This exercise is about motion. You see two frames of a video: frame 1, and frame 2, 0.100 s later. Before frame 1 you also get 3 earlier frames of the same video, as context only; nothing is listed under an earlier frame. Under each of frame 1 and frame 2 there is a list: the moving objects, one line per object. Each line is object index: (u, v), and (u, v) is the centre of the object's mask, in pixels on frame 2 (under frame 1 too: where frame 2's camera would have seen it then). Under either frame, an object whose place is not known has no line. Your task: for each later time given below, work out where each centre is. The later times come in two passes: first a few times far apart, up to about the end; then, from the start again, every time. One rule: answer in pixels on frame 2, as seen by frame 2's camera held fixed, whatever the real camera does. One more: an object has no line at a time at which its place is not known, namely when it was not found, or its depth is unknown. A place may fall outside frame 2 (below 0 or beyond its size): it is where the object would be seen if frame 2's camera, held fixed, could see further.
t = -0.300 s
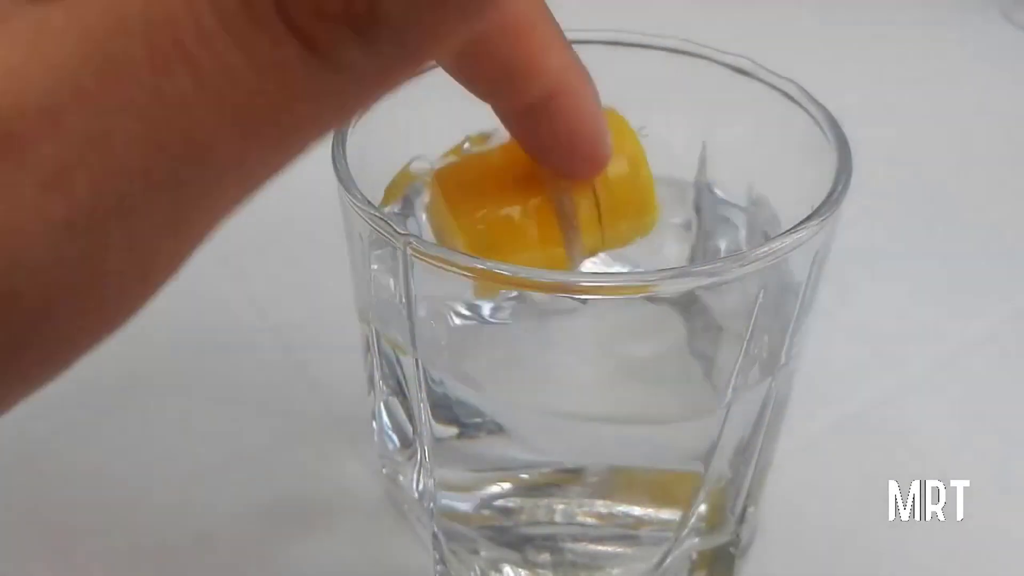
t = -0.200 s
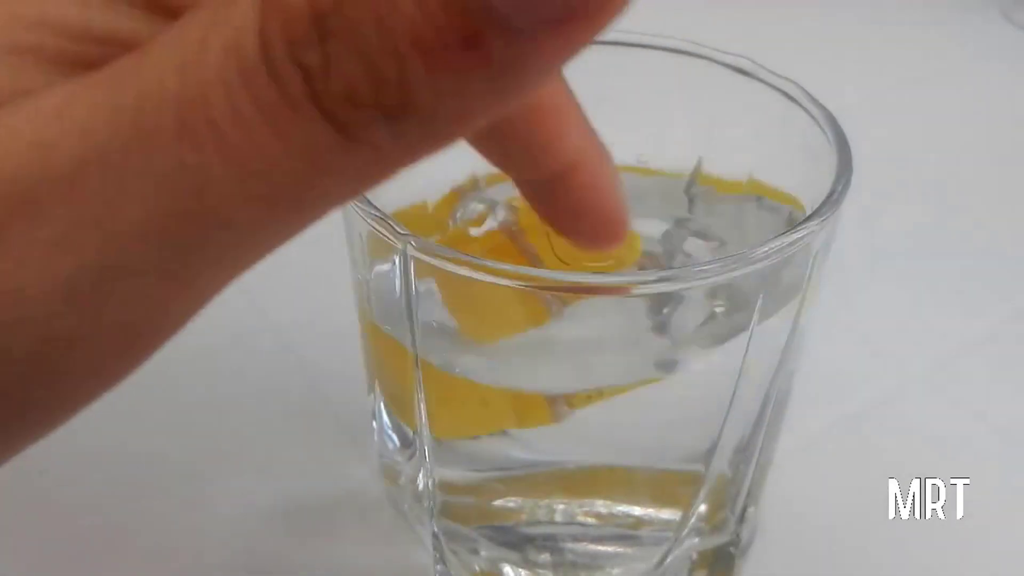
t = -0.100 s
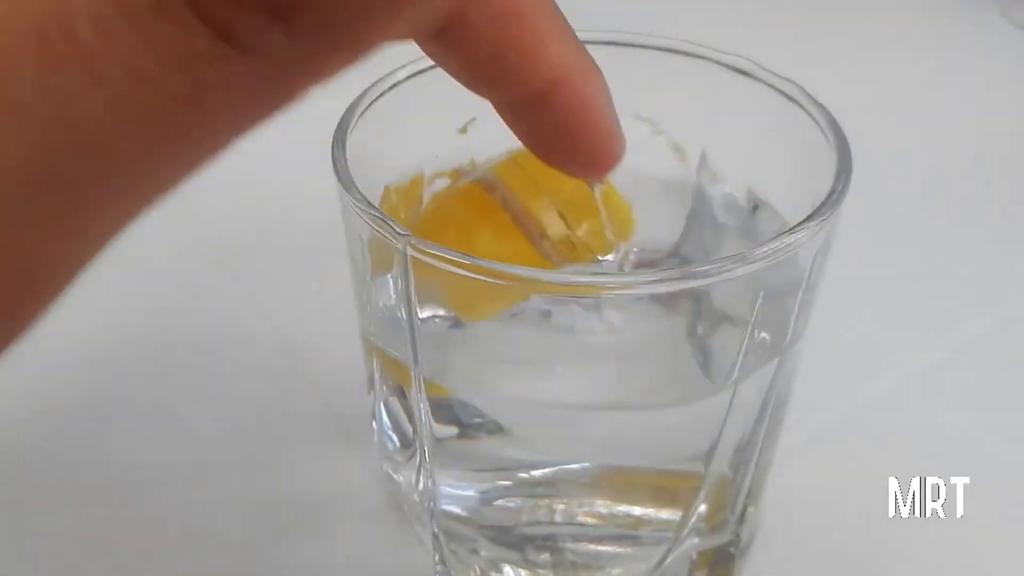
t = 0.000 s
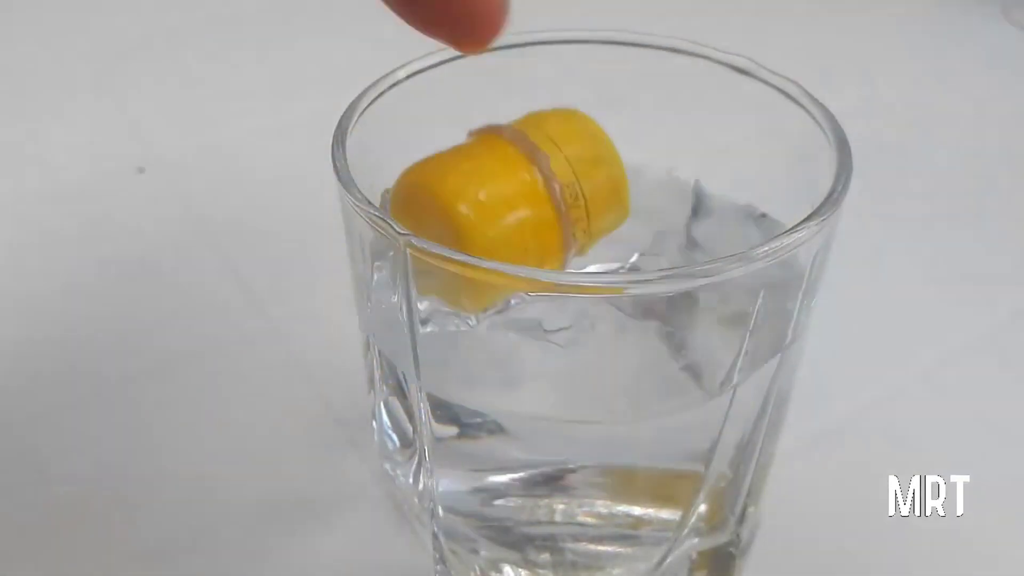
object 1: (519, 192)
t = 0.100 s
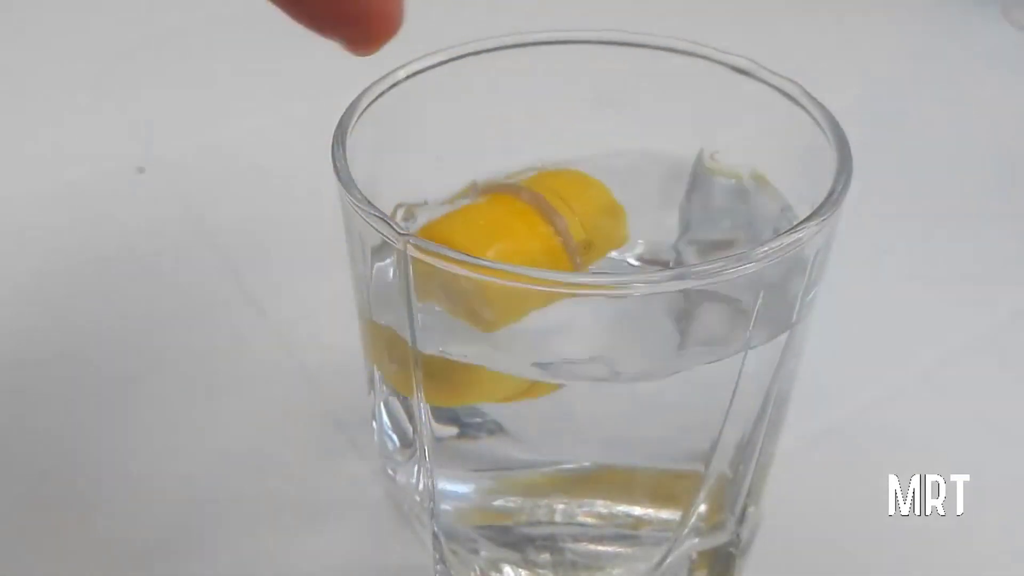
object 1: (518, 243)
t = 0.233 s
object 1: (514, 194)
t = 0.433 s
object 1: (512, 251)
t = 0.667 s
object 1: (511, 272)
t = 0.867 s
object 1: (505, 286)
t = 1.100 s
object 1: (509, 287)
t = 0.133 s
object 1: (522, 241)
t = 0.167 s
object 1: (513, 232)
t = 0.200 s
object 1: (507, 217)
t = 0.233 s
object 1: (514, 194)
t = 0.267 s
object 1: (516, 195)
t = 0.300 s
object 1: (510, 221)
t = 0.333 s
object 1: (513, 236)
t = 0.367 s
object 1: (514, 260)
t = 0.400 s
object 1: (515, 259)
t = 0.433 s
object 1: (512, 251)
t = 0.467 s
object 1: (511, 245)
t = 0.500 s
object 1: (510, 240)
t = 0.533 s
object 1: (509, 242)
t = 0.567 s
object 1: (508, 248)
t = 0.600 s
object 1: (512, 258)
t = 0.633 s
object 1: (512, 264)
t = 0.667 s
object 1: (511, 272)
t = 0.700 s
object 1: (512, 264)
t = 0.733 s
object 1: (508, 264)
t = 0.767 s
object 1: (506, 263)
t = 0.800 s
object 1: (505, 263)
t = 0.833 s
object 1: (507, 263)
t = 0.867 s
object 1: (505, 286)
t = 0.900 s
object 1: (506, 286)
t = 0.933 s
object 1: (507, 286)
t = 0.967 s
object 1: (508, 279)
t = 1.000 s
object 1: (507, 277)
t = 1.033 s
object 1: (507, 275)
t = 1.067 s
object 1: (507, 275)
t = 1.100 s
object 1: (509, 287)
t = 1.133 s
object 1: (510, 286)
